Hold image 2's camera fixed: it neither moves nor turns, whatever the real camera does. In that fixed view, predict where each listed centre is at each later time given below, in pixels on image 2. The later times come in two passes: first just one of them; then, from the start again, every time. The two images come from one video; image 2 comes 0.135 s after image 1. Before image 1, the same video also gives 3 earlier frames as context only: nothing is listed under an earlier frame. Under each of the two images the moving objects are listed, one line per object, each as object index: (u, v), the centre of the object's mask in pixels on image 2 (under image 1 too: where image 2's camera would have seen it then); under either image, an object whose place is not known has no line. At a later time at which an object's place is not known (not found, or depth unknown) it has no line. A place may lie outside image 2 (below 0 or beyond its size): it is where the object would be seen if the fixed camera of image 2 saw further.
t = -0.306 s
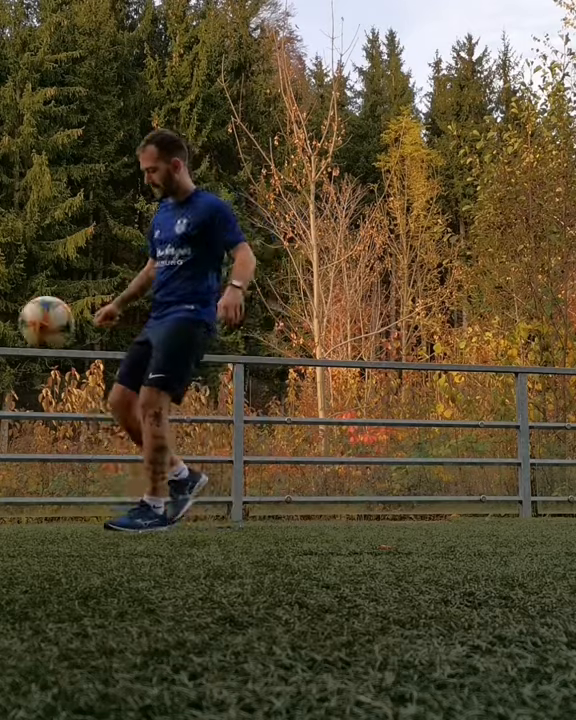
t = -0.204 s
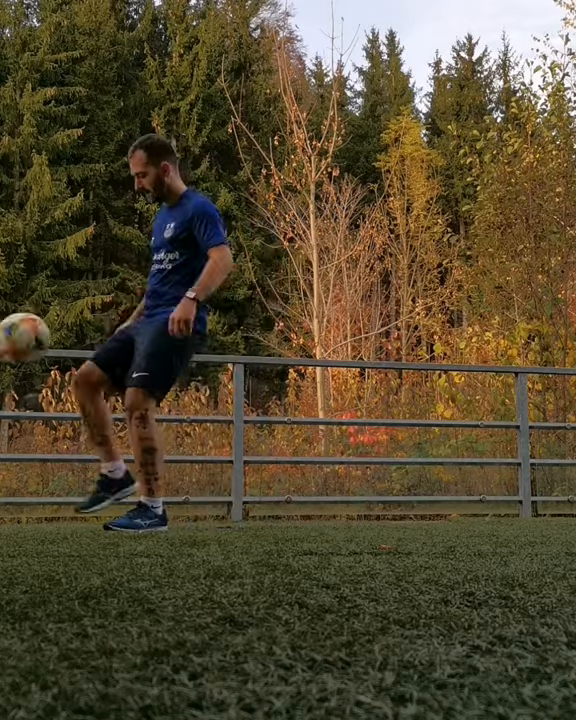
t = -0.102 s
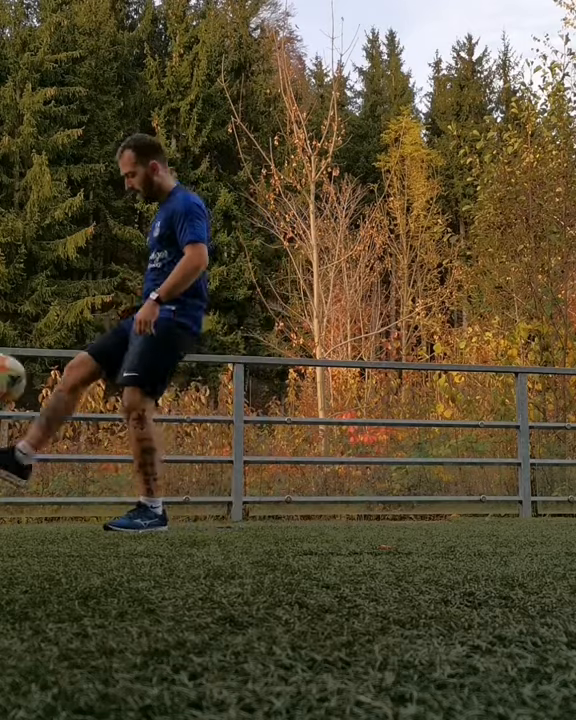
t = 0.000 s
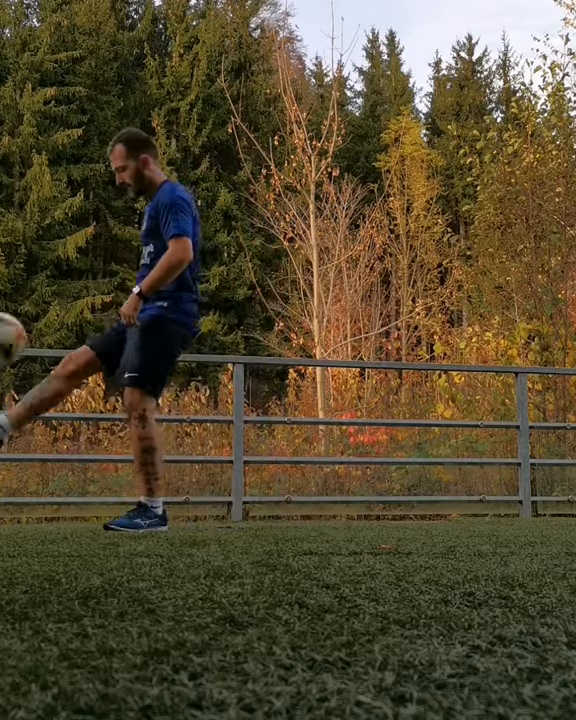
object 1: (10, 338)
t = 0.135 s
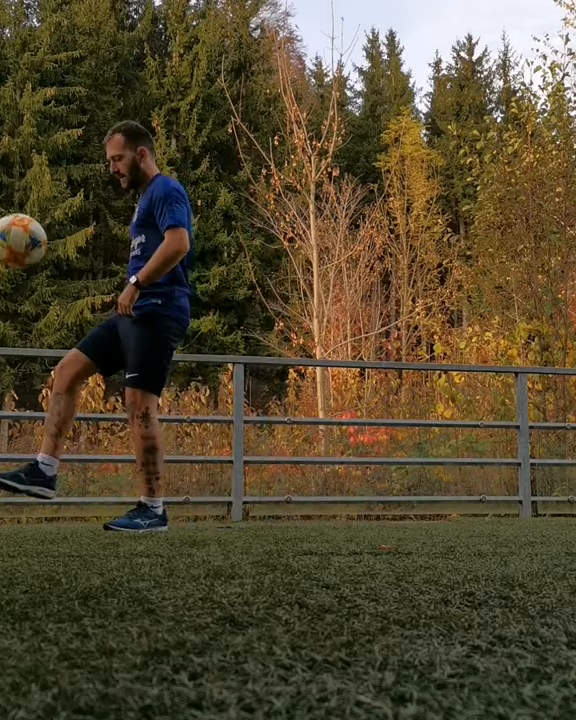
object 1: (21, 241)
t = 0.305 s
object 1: (41, 173)
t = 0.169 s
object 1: (24, 222)
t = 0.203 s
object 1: (27, 205)
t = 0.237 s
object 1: (33, 193)
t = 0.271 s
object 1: (37, 182)
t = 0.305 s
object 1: (41, 173)
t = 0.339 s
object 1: (47, 168)
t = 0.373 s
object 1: (52, 166)
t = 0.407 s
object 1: (56, 168)
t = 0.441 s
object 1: (61, 171)
